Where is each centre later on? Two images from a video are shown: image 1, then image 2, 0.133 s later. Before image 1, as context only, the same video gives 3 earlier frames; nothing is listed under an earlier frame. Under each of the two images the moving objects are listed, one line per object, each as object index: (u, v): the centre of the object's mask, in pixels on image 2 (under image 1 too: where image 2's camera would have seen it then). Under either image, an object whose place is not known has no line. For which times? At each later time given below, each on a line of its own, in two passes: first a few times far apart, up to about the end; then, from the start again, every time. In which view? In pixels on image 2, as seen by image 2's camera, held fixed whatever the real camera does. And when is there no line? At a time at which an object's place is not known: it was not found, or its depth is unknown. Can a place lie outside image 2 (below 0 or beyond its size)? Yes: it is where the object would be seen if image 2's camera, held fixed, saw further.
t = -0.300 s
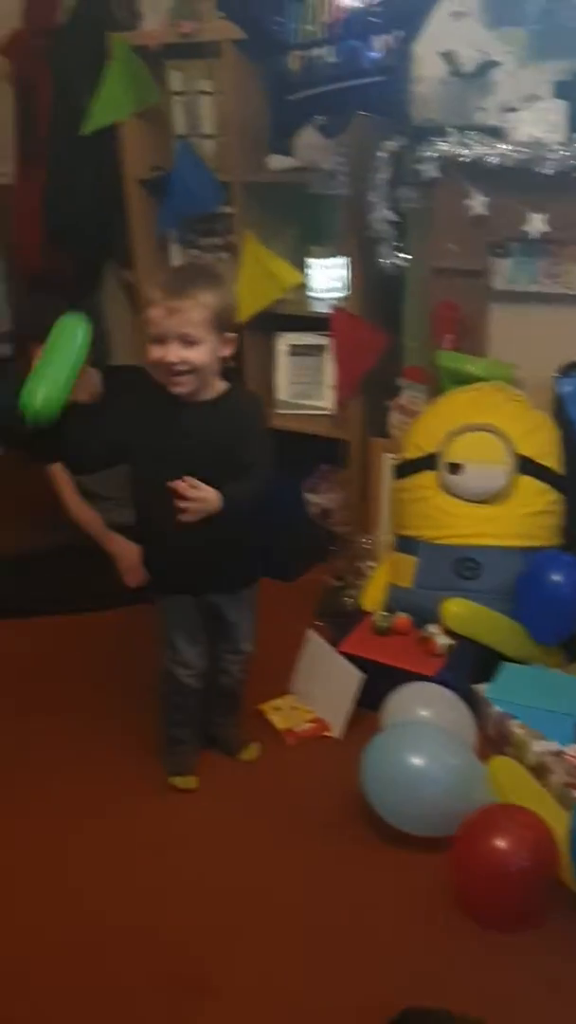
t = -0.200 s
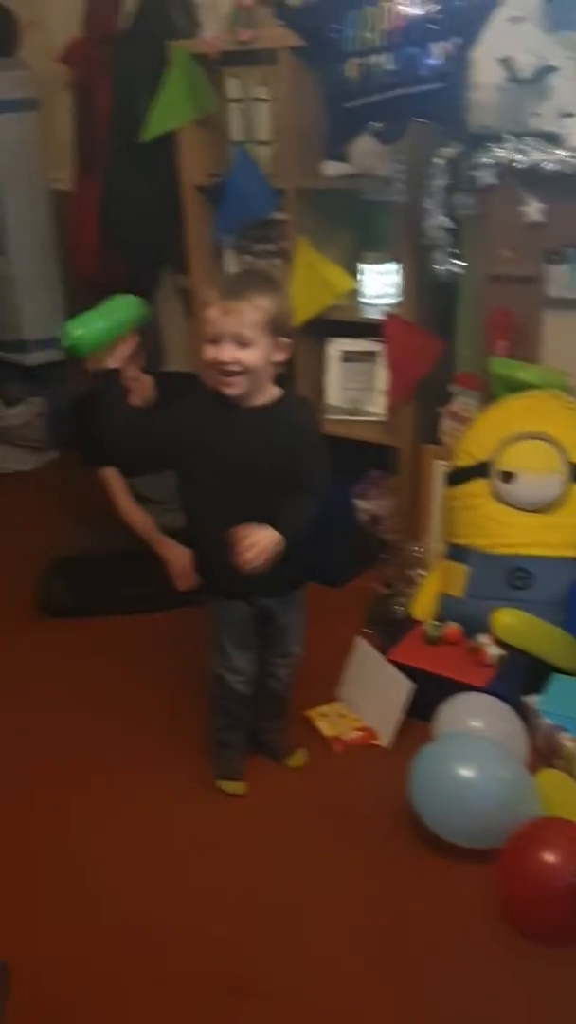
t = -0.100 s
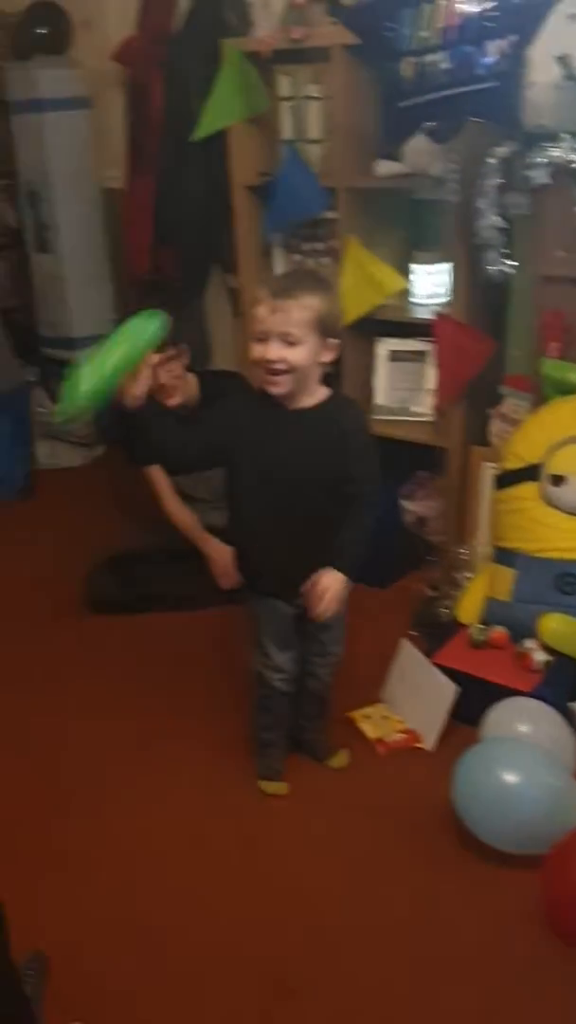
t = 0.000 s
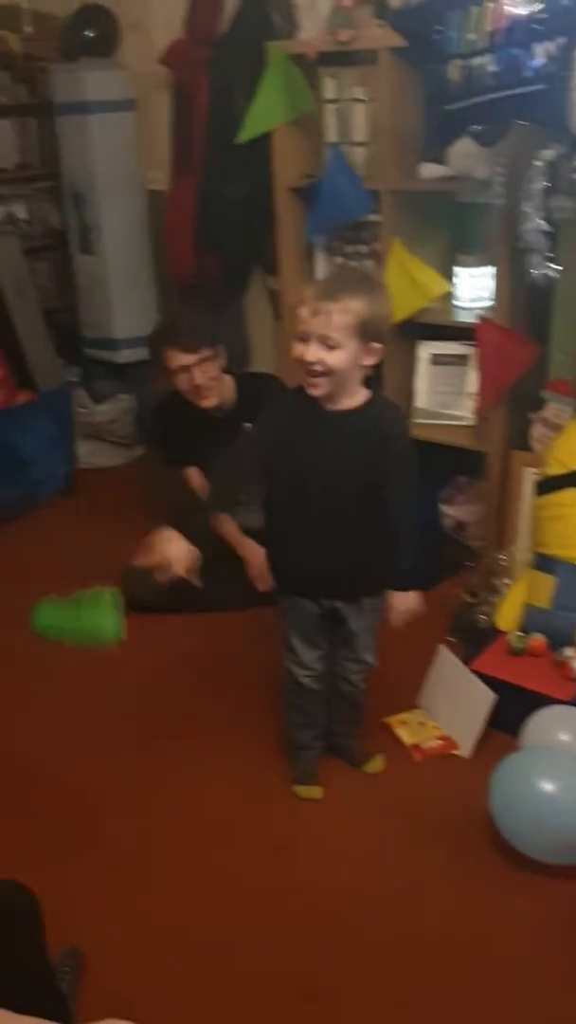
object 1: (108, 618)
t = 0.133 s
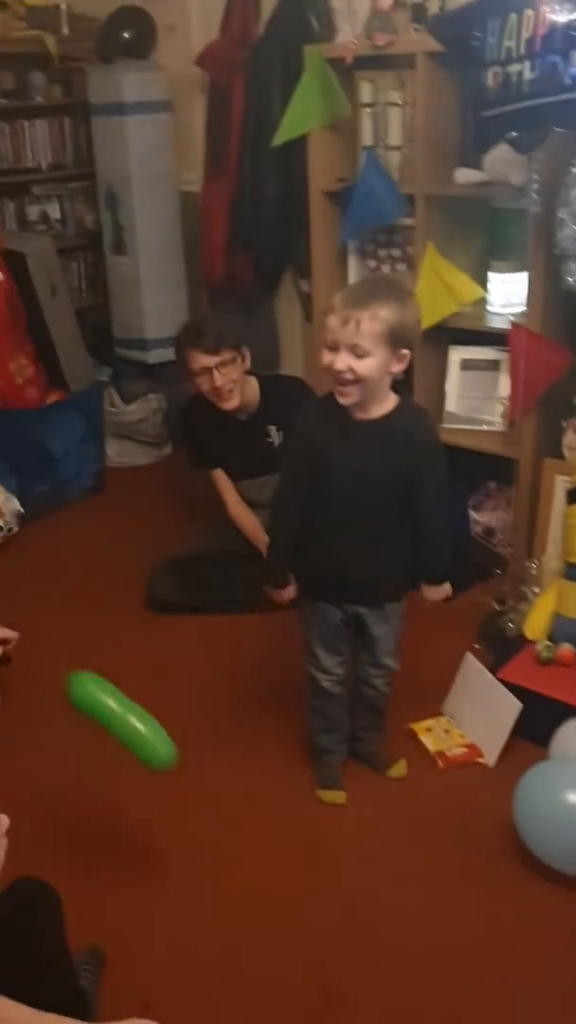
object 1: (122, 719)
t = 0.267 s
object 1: (165, 788)
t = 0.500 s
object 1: (195, 852)
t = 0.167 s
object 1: (132, 735)
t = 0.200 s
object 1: (143, 750)
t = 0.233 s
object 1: (154, 767)
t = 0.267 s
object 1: (165, 788)
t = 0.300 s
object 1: (175, 807)
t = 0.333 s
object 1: (186, 823)
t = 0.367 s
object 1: (197, 844)
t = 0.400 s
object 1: (207, 863)
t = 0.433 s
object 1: (198, 867)
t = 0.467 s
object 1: (196, 860)
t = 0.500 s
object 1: (195, 852)
